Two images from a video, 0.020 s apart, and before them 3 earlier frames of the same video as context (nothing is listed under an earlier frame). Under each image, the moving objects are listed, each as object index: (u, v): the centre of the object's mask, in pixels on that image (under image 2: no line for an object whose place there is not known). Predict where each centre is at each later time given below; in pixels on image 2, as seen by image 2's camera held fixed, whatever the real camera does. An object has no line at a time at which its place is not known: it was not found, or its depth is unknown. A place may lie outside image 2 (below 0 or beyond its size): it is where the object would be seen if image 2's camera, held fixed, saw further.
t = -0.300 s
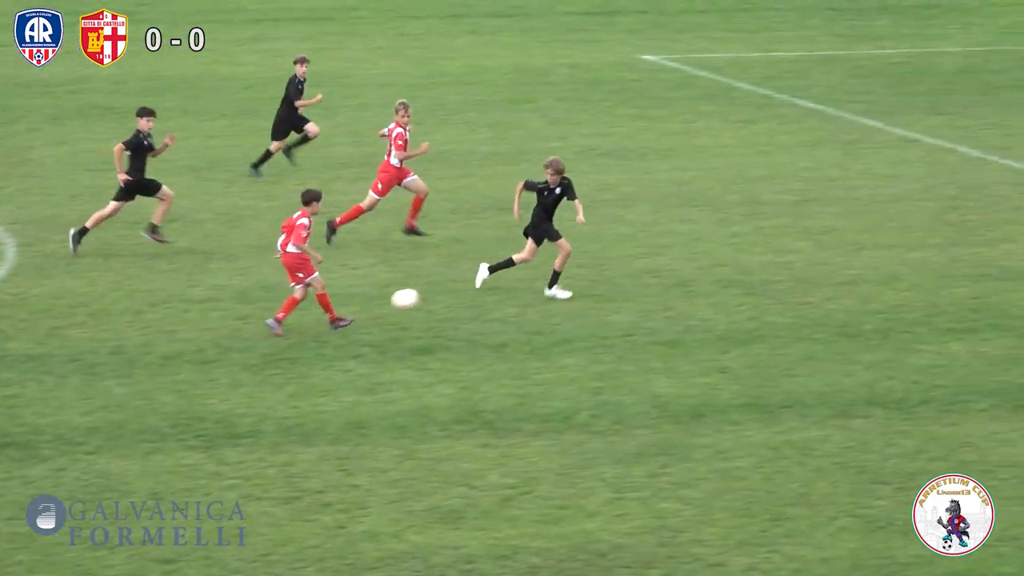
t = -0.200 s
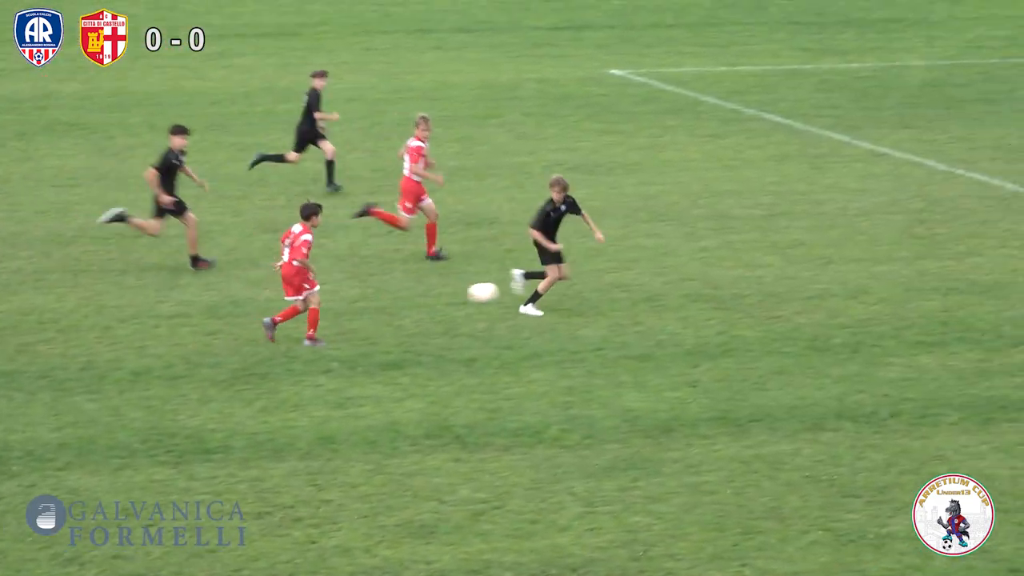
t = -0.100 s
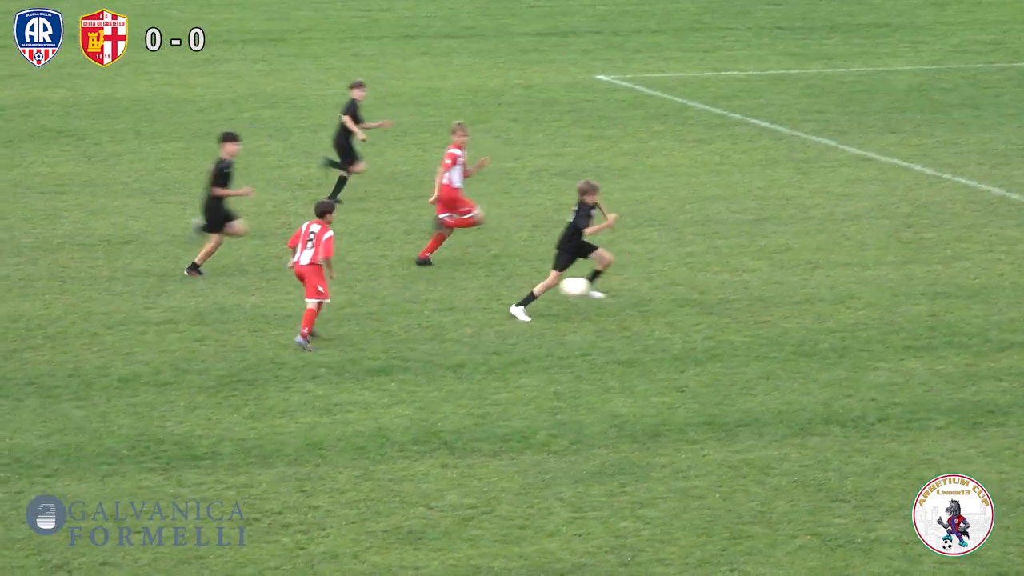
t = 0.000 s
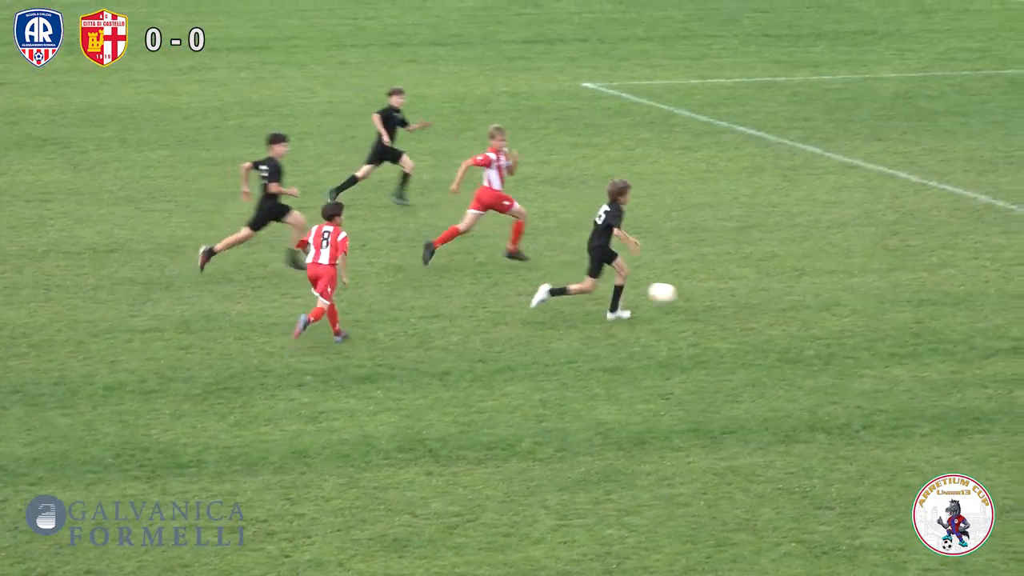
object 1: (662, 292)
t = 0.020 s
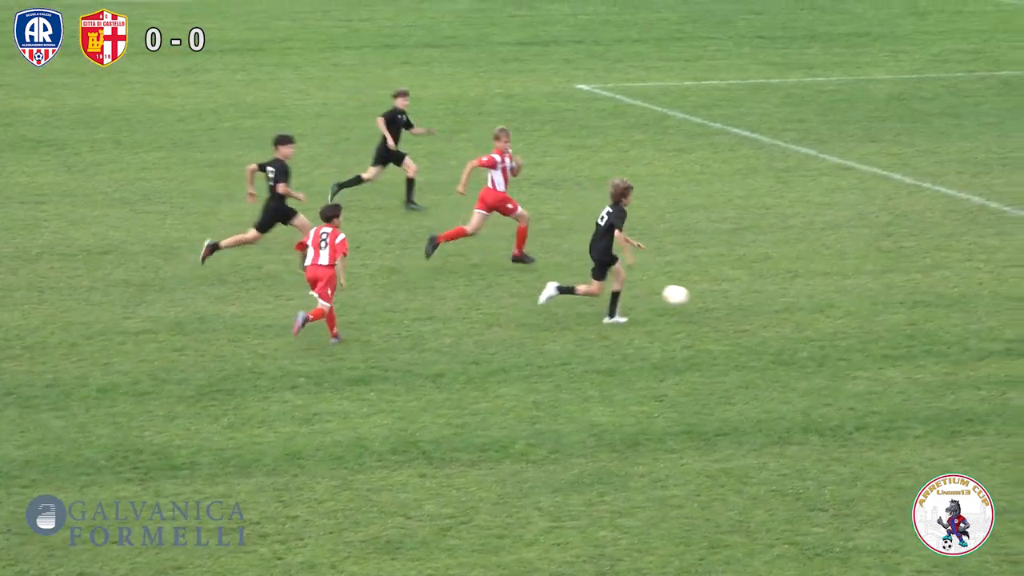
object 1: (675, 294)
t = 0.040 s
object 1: (694, 296)
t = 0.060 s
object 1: (714, 297)
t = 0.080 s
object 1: (732, 299)
